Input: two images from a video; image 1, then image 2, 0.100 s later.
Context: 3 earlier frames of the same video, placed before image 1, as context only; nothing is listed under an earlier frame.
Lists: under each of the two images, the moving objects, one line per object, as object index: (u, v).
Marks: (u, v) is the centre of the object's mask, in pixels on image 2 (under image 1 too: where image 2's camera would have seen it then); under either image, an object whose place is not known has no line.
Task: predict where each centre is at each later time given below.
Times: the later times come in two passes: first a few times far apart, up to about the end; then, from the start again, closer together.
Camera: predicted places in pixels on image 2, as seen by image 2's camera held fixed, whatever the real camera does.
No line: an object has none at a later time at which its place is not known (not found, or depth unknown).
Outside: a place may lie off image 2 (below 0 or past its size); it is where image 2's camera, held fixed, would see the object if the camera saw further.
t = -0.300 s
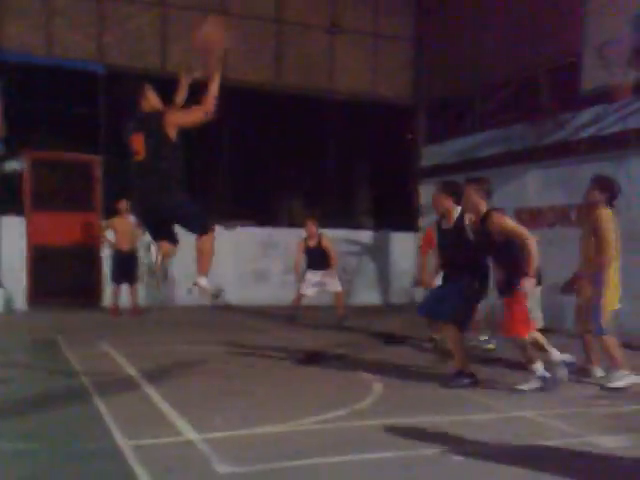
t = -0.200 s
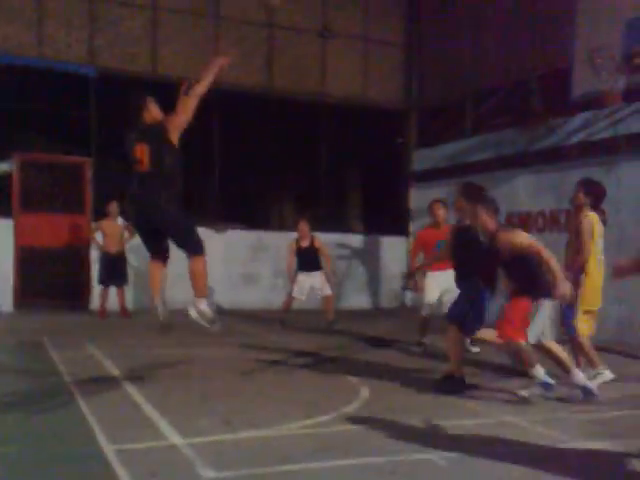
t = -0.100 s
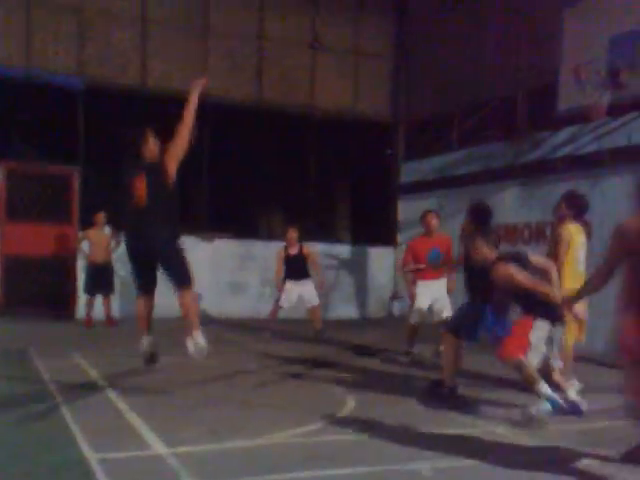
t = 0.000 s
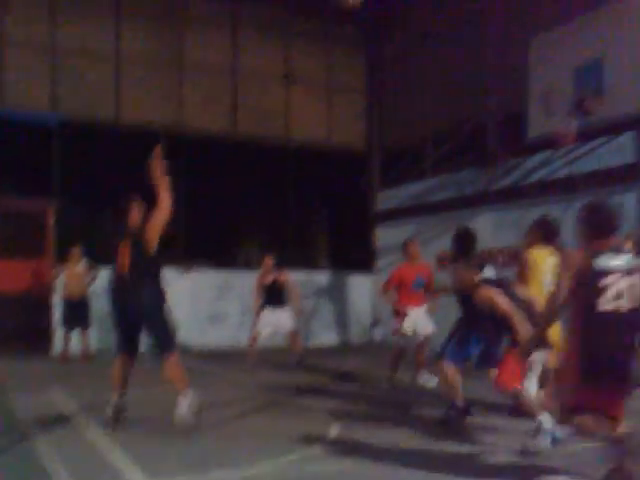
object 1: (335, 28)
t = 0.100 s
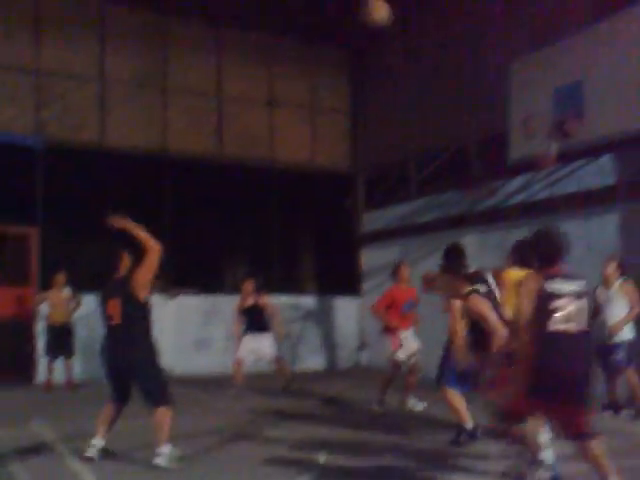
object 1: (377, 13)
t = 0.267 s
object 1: (444, 30)
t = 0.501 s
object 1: (528, 94)
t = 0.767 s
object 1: (520, 130)
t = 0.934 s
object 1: (515, 155)
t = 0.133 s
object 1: (392, 13)
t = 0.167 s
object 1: (407, 16)
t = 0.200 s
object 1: (420, 19)
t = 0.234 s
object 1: (431, 25)
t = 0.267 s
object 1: (444, 30)
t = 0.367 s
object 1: (483, 53)
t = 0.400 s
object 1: (494, 61)
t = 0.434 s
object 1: (505, 70)
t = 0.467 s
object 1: (516, 80)
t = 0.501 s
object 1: (528, 94)
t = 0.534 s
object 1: (538, 104)
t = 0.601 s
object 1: (541, 123)
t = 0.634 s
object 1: (529, 131)
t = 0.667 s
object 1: (528, 131)
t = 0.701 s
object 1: (525, 129)
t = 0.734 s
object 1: (521, 129)
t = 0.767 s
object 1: (520, 130)
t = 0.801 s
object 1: (519, 134)
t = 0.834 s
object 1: (518, 137)
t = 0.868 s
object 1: (516, 142)
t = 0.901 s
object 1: (516, 147)
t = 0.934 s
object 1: (515, 155)
